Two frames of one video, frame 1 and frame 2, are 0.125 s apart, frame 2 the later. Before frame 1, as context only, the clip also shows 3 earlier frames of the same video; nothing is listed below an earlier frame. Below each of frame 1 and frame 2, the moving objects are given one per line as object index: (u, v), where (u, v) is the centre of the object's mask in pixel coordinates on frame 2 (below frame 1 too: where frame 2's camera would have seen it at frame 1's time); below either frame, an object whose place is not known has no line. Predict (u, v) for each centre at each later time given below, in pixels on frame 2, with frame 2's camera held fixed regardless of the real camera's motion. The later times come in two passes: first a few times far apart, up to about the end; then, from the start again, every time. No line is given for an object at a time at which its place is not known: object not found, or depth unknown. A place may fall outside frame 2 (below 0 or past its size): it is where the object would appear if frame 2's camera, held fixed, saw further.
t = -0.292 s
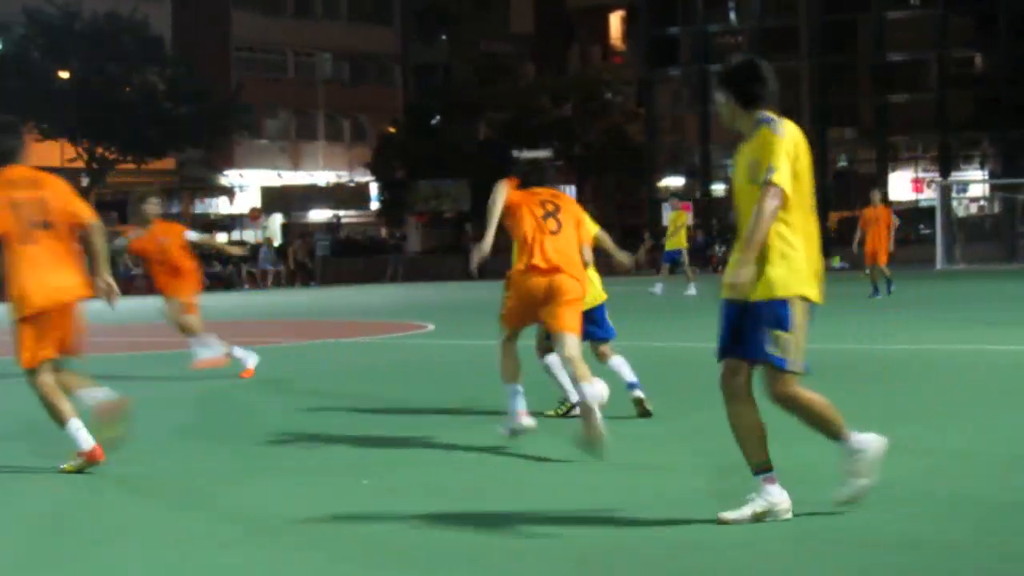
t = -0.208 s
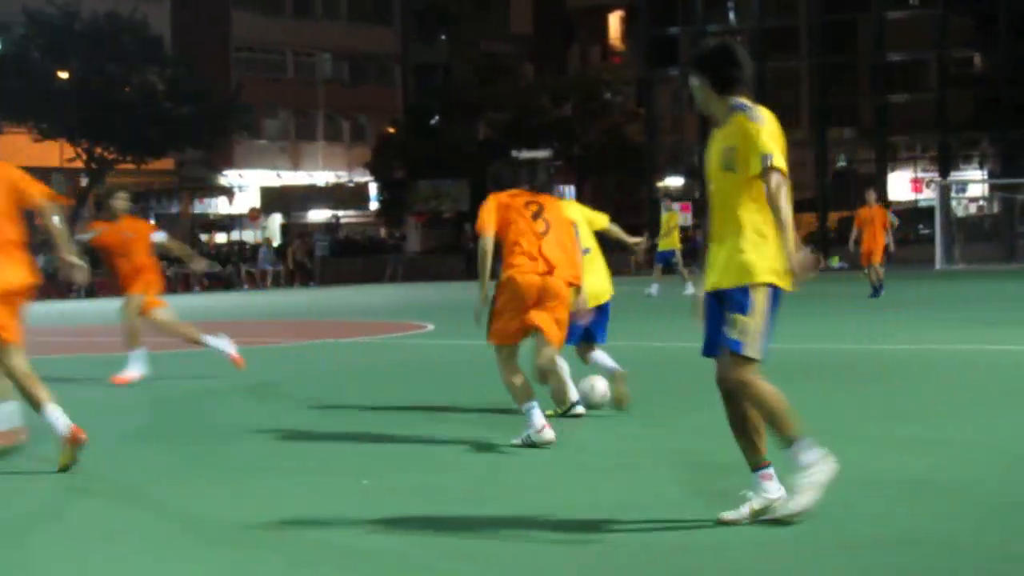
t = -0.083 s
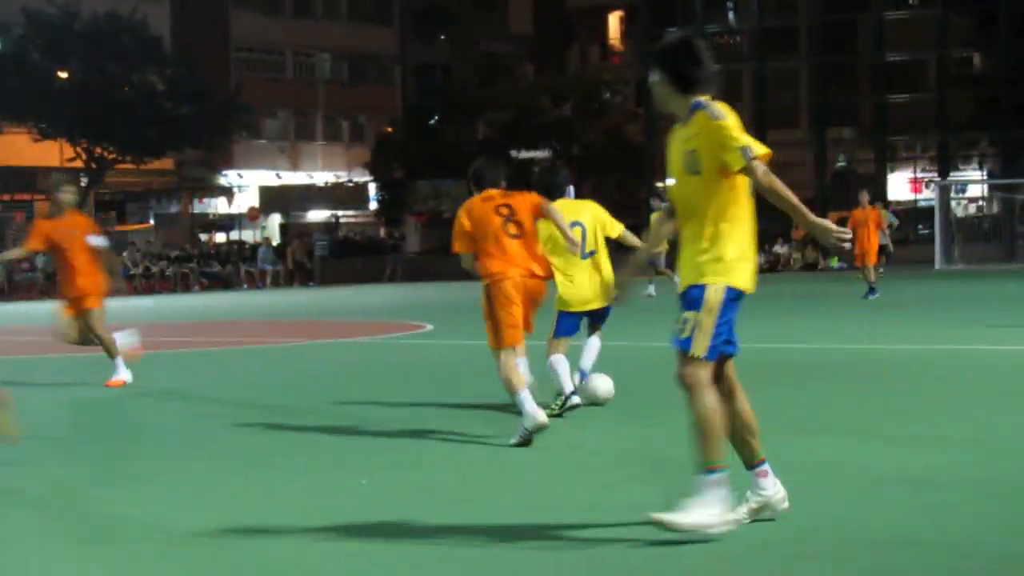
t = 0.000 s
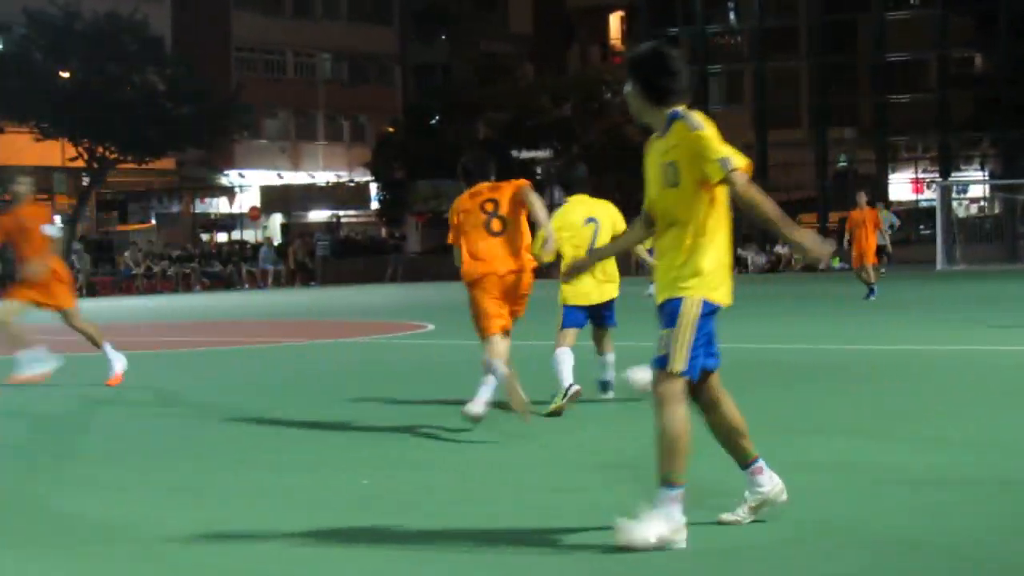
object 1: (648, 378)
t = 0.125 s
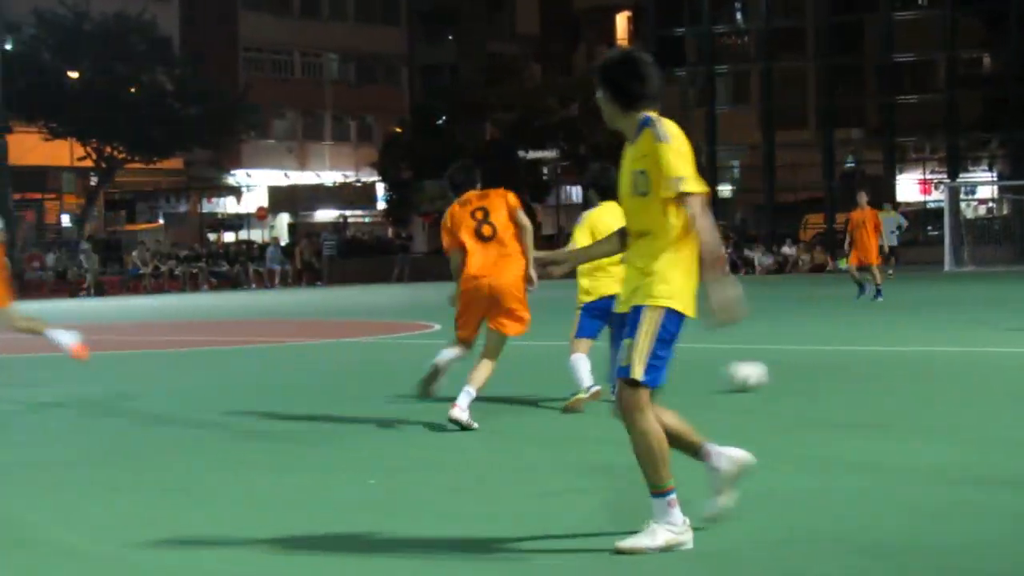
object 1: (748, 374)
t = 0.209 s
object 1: (796, 364)
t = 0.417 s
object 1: (903, 356)
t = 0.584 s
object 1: (977, 350)
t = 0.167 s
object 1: (773, 370)
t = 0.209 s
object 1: (796, 364)
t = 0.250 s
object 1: (819, 363)
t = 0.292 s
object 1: (841, 364)
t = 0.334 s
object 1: (864, 363)
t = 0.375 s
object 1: (884, 358)
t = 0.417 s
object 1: (903, 356)
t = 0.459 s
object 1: (923, 357)
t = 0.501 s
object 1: (942, 354)
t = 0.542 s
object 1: (960, 351)
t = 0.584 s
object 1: (977, 350)
